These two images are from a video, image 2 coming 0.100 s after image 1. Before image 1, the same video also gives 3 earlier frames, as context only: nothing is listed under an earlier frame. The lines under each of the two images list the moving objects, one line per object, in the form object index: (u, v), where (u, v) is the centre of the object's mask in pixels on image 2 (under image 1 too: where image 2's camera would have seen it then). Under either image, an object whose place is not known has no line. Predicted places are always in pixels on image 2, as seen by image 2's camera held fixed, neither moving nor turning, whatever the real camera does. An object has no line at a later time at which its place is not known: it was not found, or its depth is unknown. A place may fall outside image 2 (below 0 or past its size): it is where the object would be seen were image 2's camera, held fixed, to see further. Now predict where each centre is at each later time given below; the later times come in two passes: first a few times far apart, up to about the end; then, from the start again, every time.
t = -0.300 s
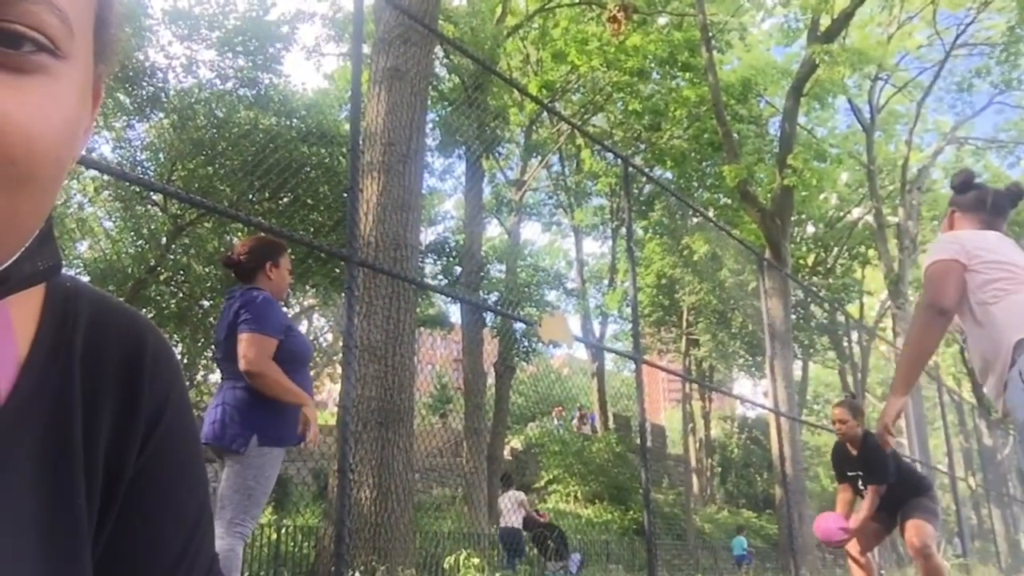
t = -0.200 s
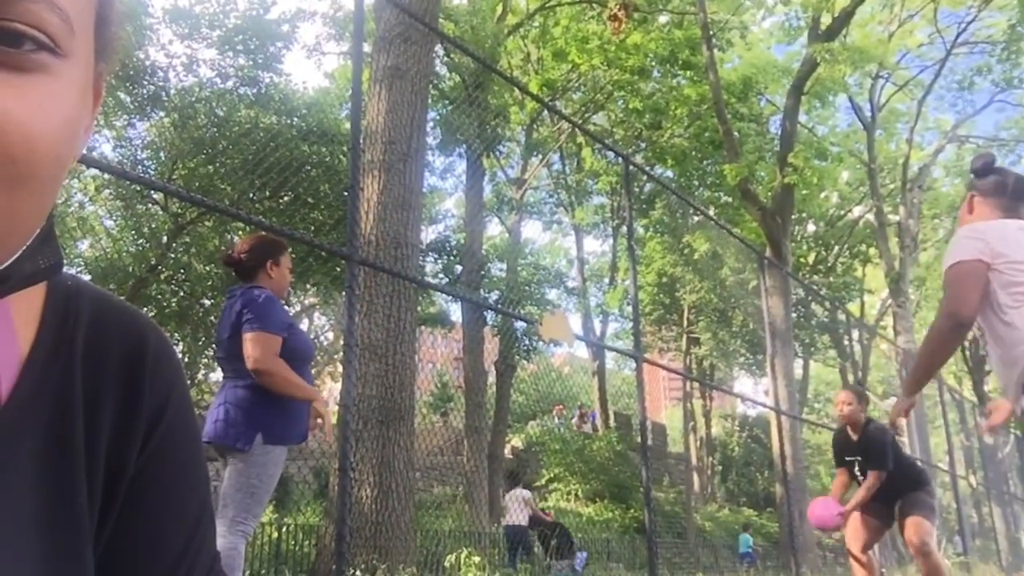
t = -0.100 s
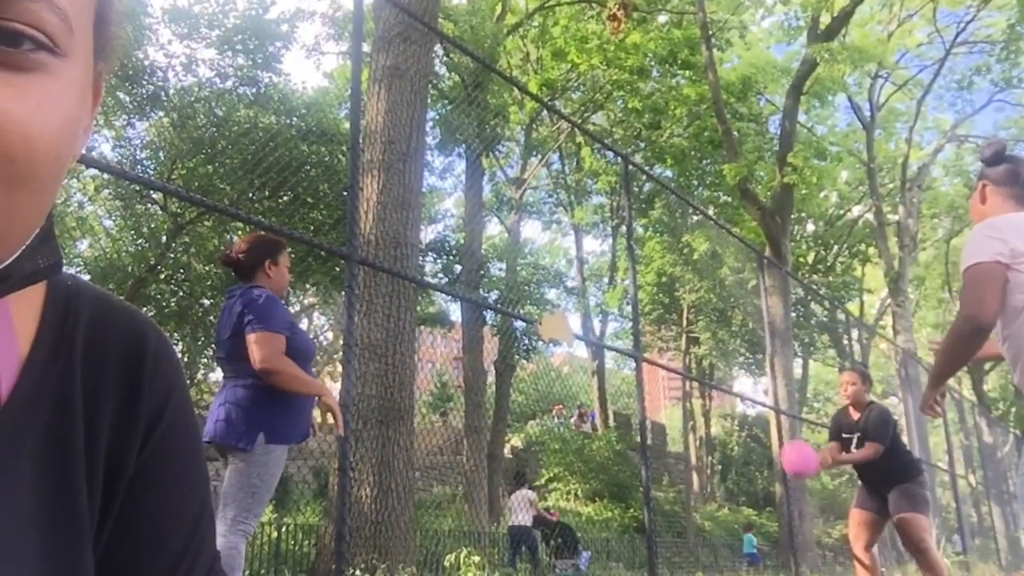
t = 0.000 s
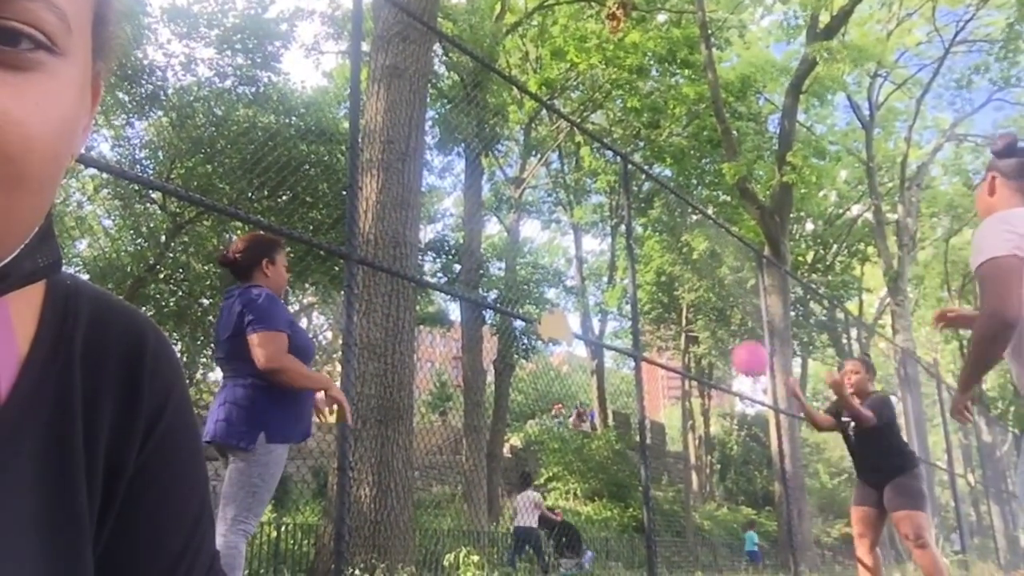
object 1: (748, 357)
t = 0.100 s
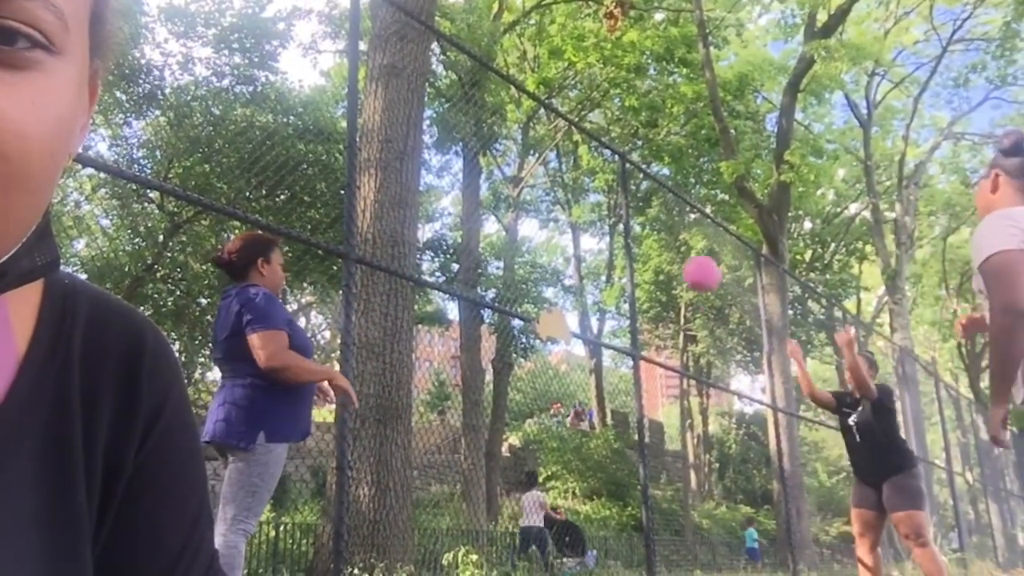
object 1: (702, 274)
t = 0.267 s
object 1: (621, 166)
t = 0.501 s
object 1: (495, 76)
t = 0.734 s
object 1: (345, 72)
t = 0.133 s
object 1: (685, 249)
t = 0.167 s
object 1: (670, 226)
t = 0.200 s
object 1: (653, 203)
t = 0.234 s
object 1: (637, 184)
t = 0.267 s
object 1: (621, 166)
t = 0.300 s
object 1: (605, 148)
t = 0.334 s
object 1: (587, 133)
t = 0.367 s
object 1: (570, 118)
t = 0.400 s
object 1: (553, 105)
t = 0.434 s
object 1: (534, 95)
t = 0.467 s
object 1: (515, 85)
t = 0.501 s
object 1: (495, 76)
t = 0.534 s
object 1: (477, 71)
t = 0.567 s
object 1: (456, 66)
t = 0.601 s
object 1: (436, 63)
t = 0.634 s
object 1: (415, 63)
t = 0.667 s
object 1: (393, 64)
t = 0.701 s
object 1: (369, 67)
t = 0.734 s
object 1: (345, 72)
